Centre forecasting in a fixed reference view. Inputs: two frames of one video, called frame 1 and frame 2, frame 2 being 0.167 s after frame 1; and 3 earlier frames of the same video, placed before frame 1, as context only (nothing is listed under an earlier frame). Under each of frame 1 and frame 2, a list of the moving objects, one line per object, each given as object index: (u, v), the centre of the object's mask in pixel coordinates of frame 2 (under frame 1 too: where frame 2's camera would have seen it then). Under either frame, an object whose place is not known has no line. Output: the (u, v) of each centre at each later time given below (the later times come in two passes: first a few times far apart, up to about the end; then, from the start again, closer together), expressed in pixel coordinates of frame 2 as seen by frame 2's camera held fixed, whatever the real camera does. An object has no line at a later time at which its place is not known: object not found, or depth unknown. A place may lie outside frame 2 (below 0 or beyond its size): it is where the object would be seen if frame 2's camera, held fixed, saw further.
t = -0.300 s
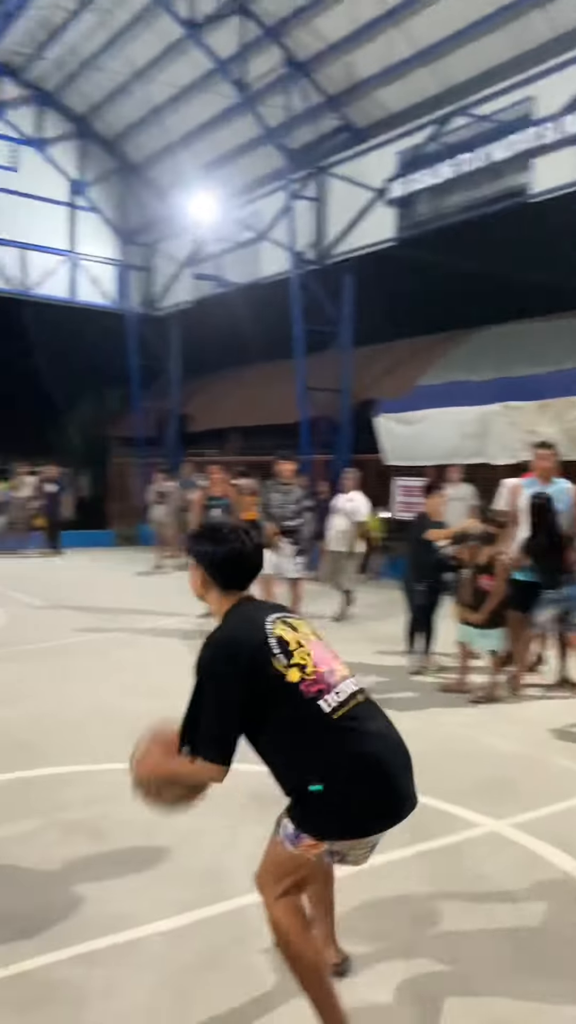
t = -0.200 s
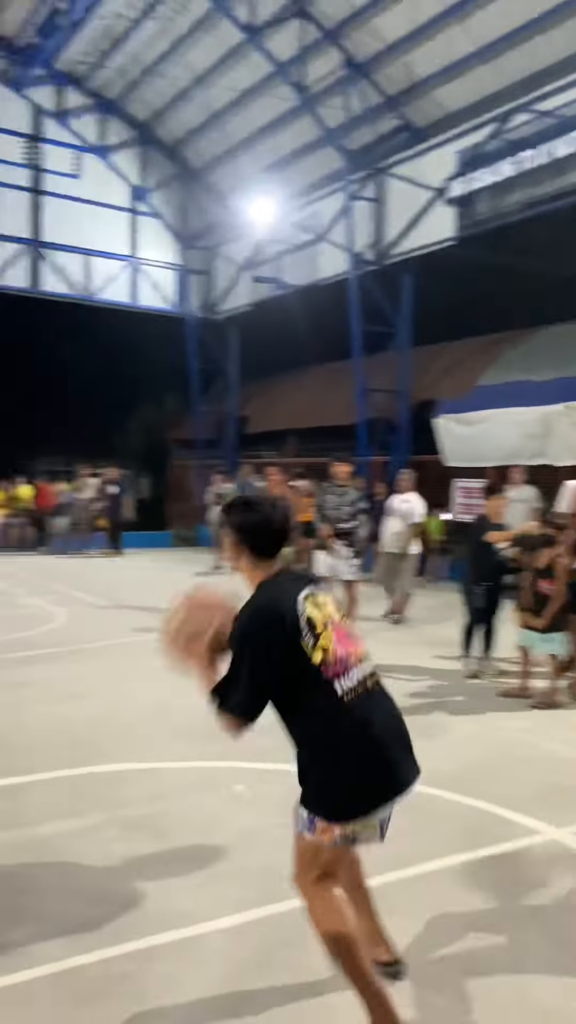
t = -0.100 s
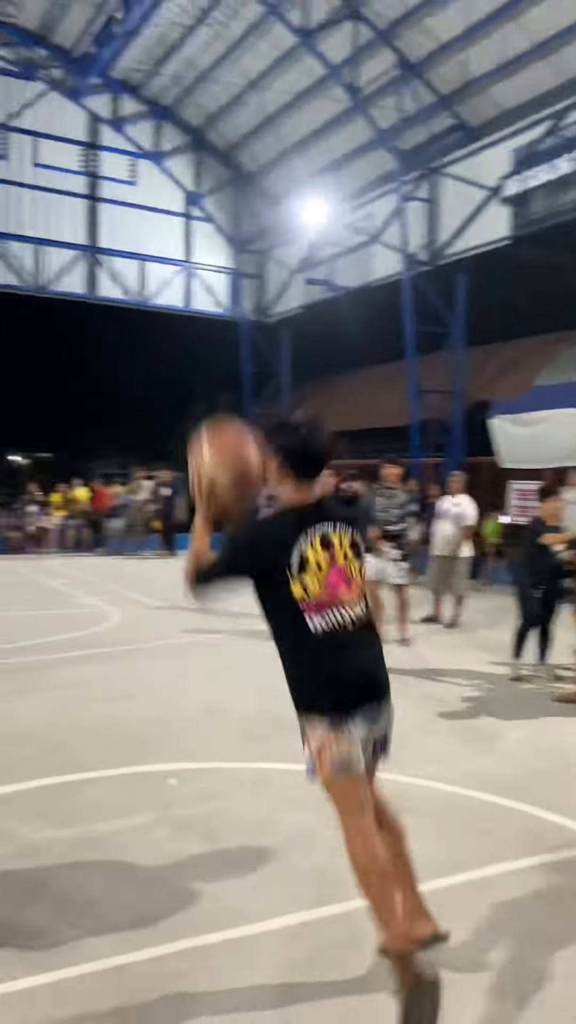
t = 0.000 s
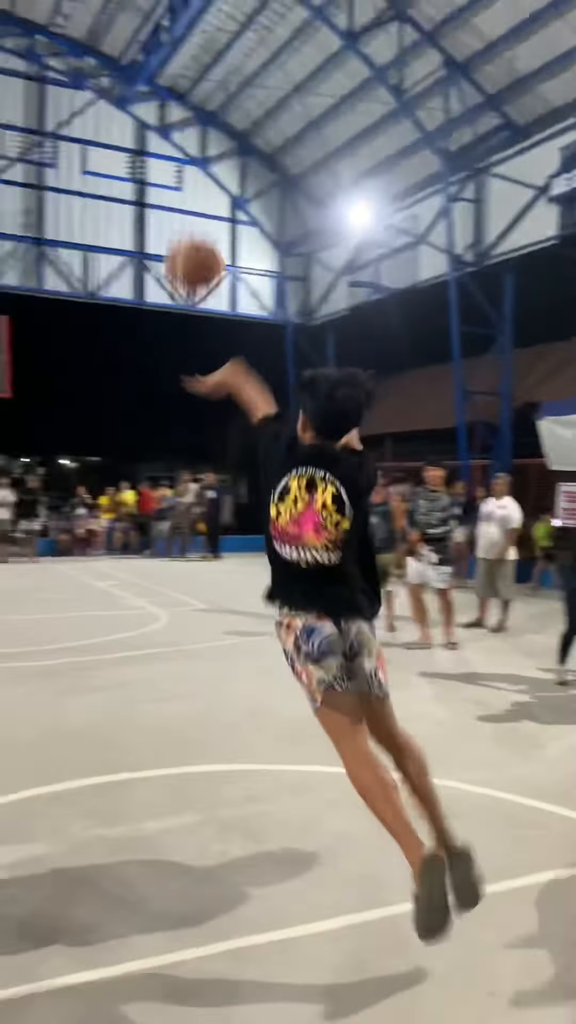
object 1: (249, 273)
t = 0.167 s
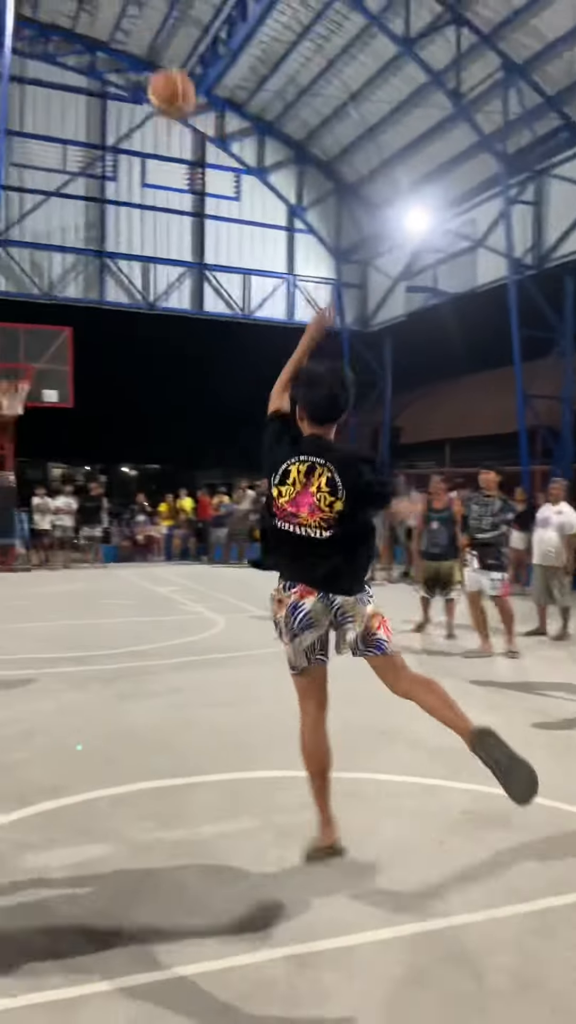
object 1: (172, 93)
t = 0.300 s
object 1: (132, 35)
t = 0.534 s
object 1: (87, 22)
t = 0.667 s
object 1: (69, 45)
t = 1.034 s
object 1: (35, 164)
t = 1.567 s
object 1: (7, 359)
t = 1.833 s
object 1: (-8, 327)
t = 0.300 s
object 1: (132, 35)
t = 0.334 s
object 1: (124, 28)
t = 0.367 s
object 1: (117, 23)
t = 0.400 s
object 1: (110, 19)
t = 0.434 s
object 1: (103, 18)
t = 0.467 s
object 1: (97, 19)
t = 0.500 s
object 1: (91, 21)
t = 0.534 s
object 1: (87, 22)
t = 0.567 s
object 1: (81, 27)
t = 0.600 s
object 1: (77, 31)
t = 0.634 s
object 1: (73, 37)
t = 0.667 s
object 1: (69, 45)
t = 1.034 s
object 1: (35, 164)
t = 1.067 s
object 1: (32, 179)
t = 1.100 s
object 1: (30, 192)
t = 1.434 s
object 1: (13, 348)
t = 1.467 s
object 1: (11, 365)
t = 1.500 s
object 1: (10, 374)
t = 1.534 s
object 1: (9, 366)
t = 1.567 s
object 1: (7, 359)
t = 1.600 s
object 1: (5, 353)
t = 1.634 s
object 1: (3, 347)
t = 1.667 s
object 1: (1, 341)
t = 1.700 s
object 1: (-1, 337)
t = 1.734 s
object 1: (-2, 334)
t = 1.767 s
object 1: (-4, 331)
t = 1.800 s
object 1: (-6, 328)
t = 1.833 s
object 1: (-8, 327)
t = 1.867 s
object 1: (-10, 327)
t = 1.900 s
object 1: (-12, 326)
